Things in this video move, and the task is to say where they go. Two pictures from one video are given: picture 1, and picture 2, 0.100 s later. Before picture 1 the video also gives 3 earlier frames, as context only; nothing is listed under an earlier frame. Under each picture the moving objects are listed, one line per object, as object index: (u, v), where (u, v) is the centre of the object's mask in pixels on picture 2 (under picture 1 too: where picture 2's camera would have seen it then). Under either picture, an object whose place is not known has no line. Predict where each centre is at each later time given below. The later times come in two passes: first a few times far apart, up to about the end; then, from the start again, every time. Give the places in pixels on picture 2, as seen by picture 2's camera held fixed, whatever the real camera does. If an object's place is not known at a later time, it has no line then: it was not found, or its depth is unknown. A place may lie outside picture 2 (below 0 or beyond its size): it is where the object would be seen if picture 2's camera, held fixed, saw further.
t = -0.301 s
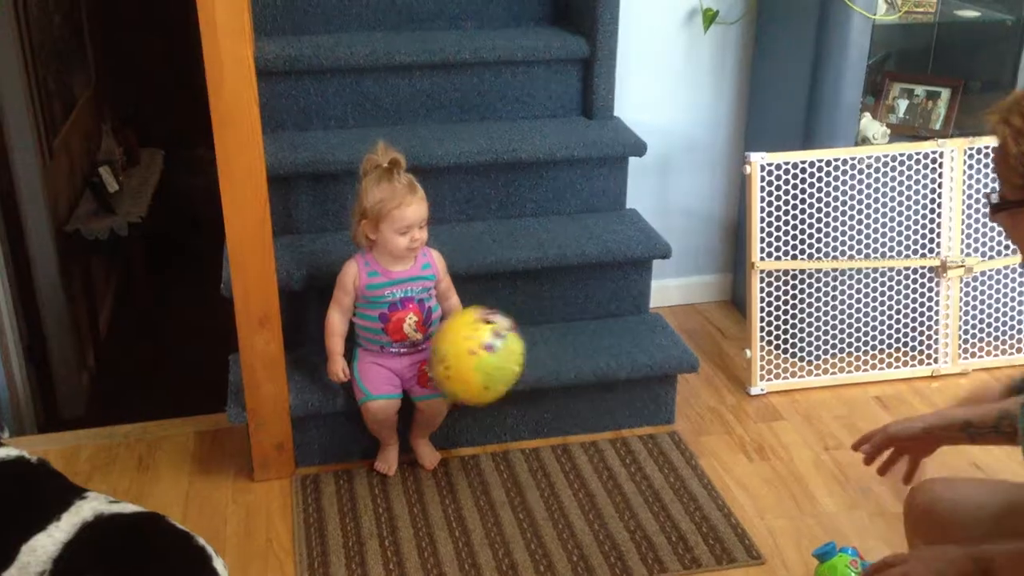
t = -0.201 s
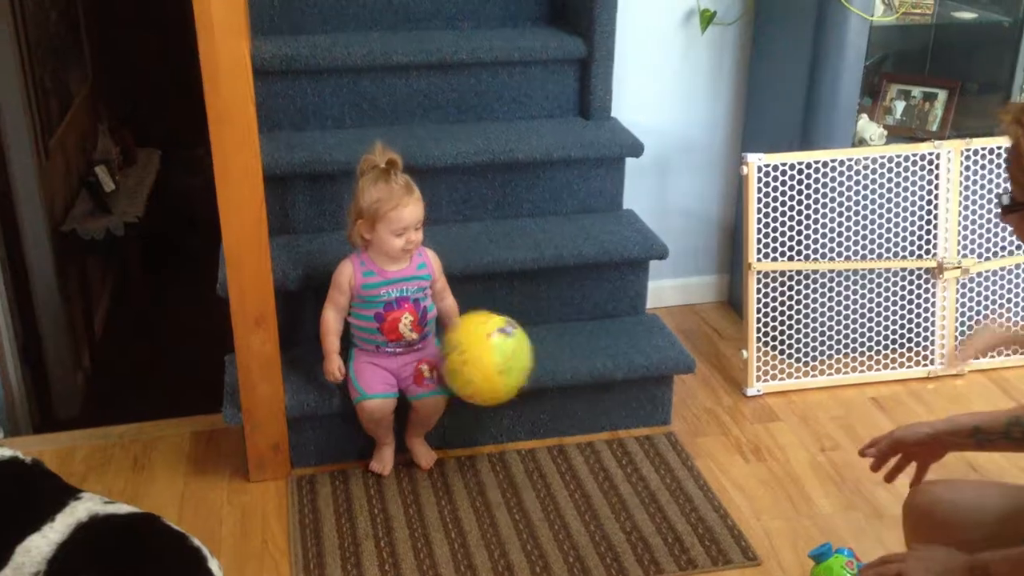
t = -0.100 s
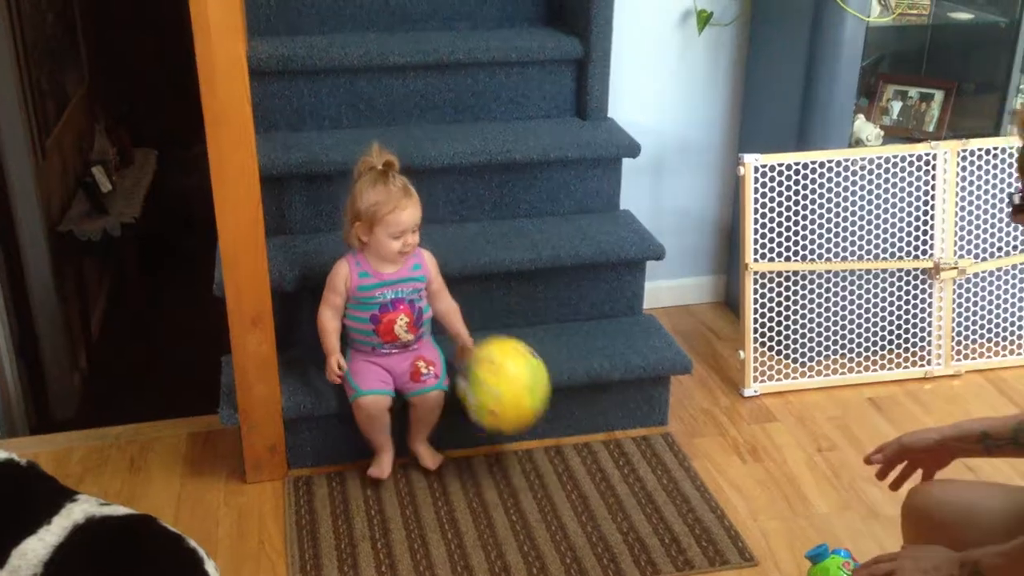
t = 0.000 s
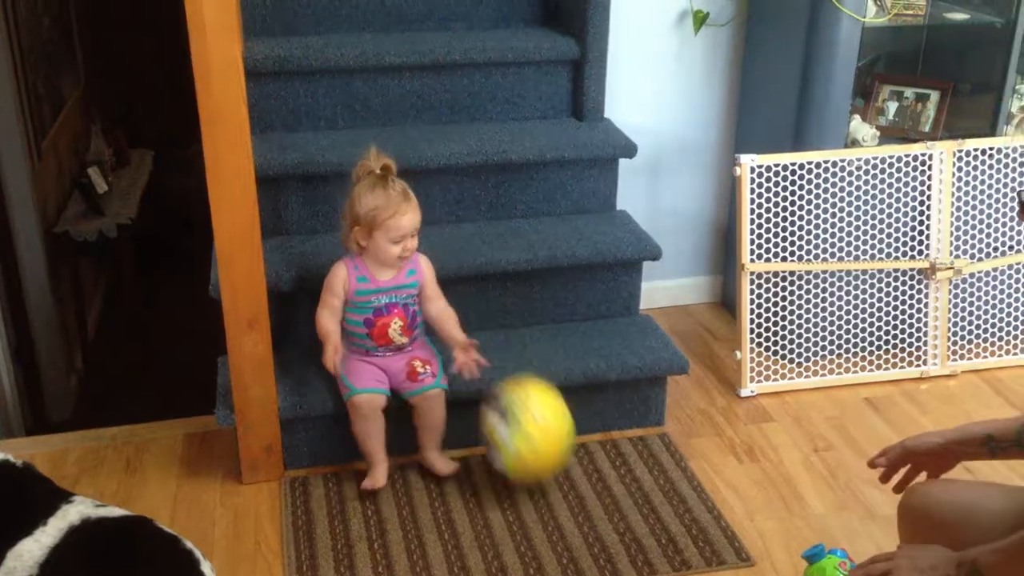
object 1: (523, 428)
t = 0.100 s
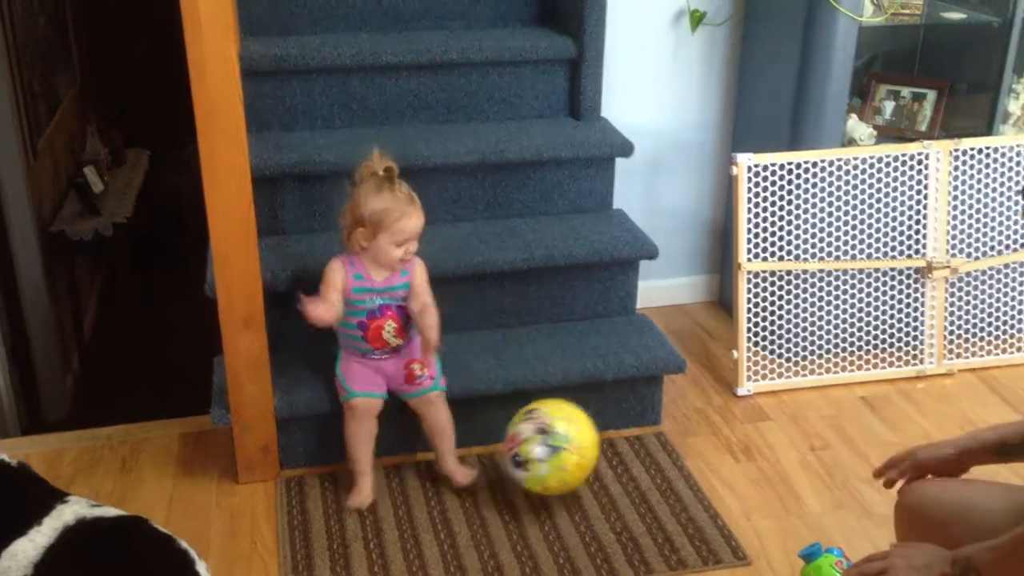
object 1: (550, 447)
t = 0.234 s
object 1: (587, 467)
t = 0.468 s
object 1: (654, 500)
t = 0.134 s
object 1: (560, 445)
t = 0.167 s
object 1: (569, 448)
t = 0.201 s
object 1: (578, 456)
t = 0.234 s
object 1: (587, 467)
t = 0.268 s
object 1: (596, 479)
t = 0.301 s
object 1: (606, 478)
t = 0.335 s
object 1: (615, 479)
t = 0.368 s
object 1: (625, 485)
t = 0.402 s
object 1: (634, 494)
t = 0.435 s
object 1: (644, 496)
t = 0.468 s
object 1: (654, 500)
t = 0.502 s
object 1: (663, 507)
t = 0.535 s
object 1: (674, 511)
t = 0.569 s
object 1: (683, 516)
